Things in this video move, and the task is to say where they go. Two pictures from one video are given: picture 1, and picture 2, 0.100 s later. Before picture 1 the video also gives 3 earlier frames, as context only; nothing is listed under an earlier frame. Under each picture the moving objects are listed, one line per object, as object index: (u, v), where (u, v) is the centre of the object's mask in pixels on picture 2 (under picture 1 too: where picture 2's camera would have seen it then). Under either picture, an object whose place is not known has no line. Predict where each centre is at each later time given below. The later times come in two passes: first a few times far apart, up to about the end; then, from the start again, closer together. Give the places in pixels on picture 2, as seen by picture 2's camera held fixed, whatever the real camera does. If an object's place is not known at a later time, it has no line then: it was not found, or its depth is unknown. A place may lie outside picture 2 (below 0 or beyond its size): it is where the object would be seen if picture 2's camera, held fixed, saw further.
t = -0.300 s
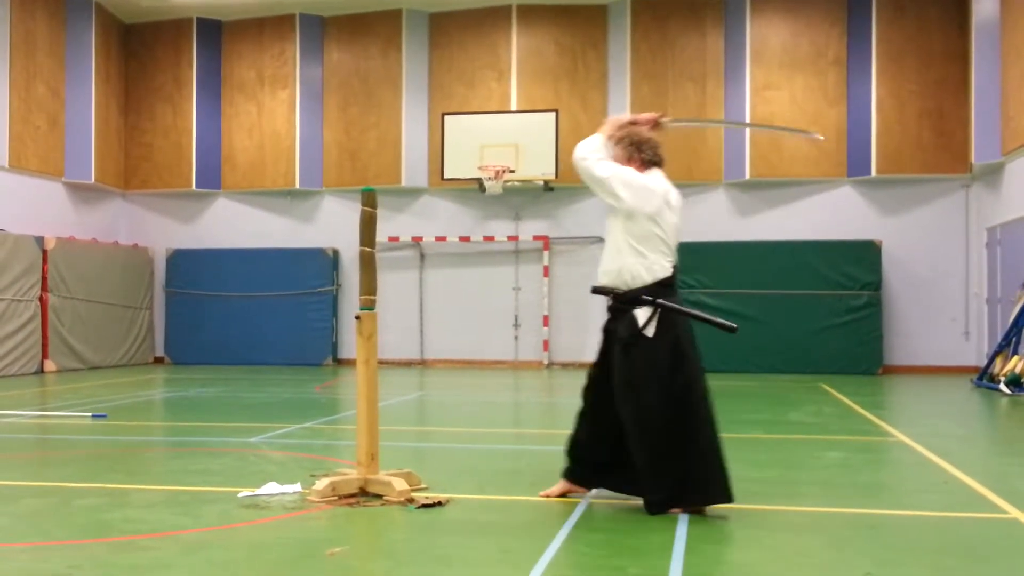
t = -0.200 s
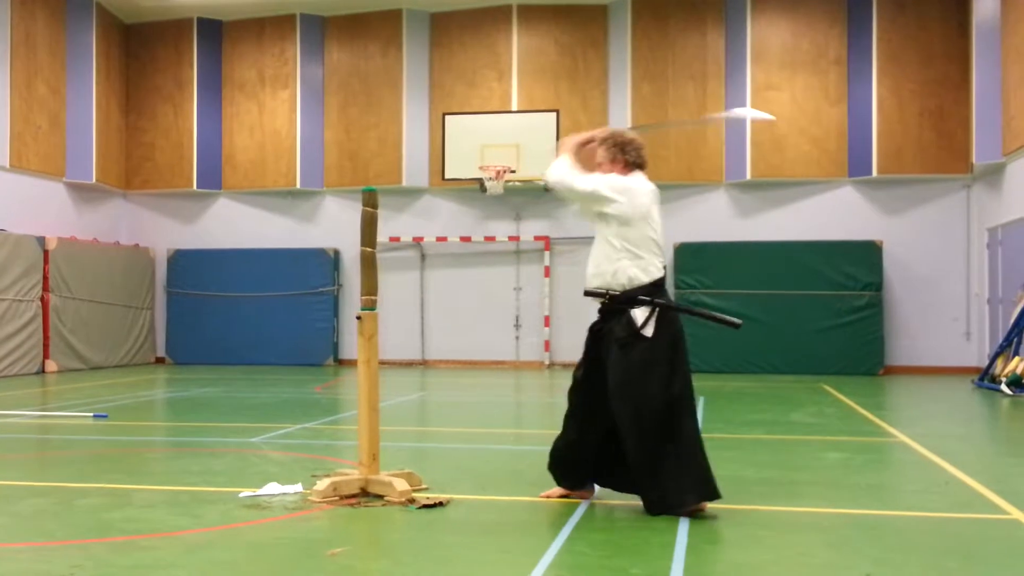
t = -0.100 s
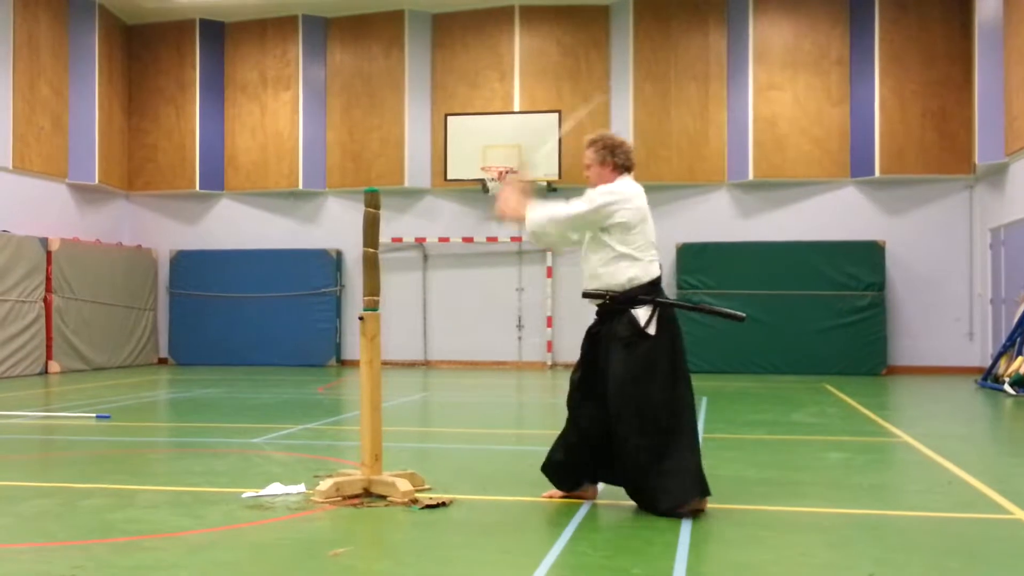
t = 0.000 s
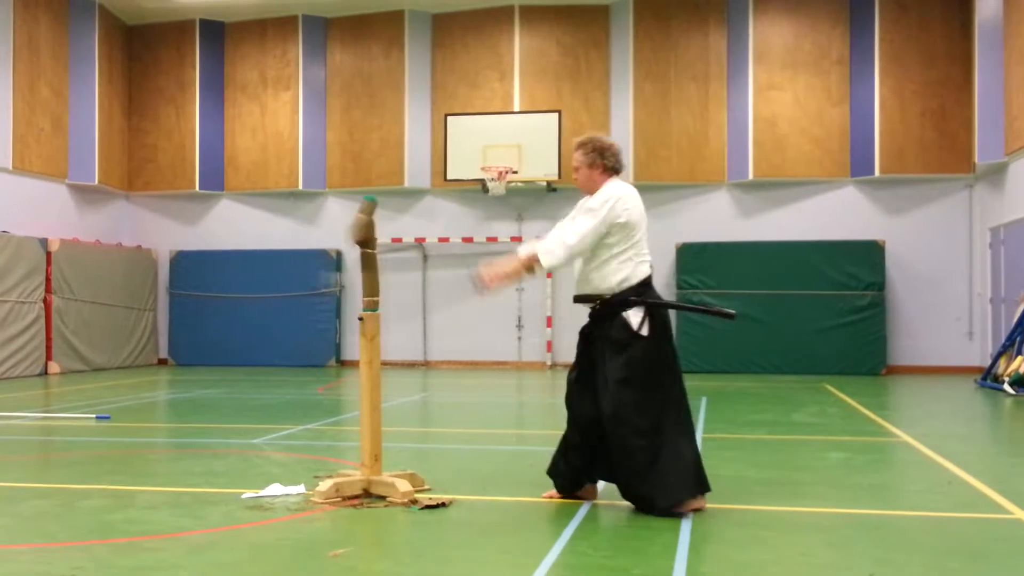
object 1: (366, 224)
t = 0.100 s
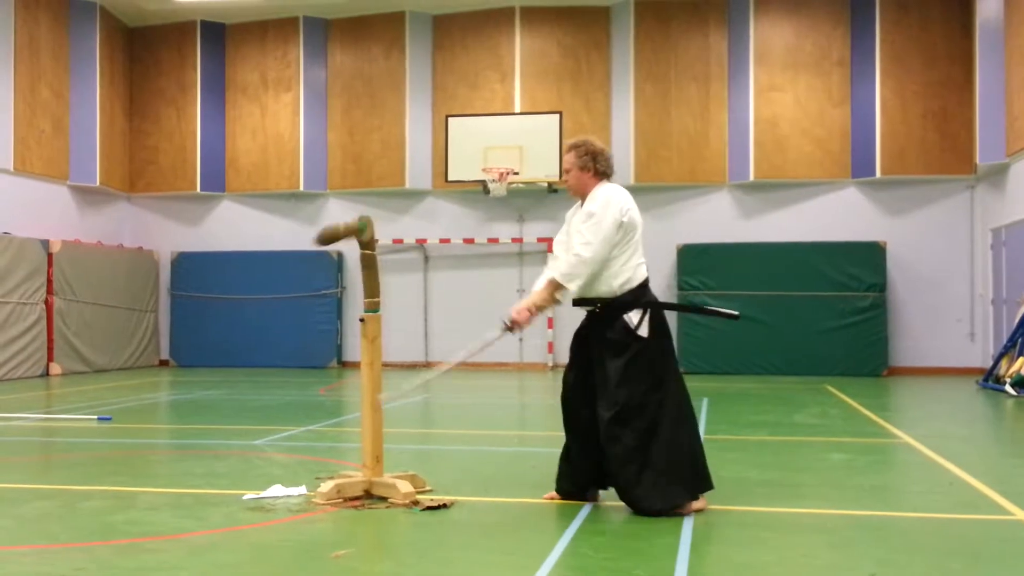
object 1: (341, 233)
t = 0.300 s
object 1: (299, 332)
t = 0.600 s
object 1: (281, 510)
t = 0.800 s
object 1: (299, 508)
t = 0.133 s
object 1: (332, 240)
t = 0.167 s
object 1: (326, 253)
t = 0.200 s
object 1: (318, 266)
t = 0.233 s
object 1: (311, 283)
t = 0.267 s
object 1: (306, 308)
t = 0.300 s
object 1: (299, 332)
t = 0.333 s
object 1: (291, 360)
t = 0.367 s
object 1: (283, 392)
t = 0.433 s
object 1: (272, 464)
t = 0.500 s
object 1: (261, 521)
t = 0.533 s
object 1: (269, 515)
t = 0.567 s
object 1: (274, 513)
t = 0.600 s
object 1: (281, 510)
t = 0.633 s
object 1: (286, 507)
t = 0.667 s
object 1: (291, 506)
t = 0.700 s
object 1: (294, 505)
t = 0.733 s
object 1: (297, 505)
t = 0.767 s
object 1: (298, 506)
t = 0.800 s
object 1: (299, 508)
